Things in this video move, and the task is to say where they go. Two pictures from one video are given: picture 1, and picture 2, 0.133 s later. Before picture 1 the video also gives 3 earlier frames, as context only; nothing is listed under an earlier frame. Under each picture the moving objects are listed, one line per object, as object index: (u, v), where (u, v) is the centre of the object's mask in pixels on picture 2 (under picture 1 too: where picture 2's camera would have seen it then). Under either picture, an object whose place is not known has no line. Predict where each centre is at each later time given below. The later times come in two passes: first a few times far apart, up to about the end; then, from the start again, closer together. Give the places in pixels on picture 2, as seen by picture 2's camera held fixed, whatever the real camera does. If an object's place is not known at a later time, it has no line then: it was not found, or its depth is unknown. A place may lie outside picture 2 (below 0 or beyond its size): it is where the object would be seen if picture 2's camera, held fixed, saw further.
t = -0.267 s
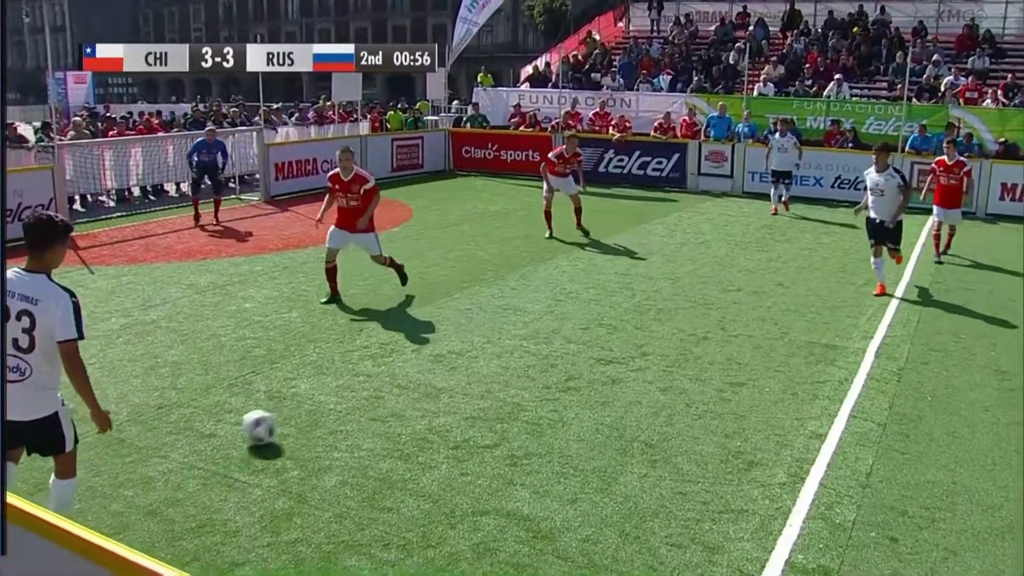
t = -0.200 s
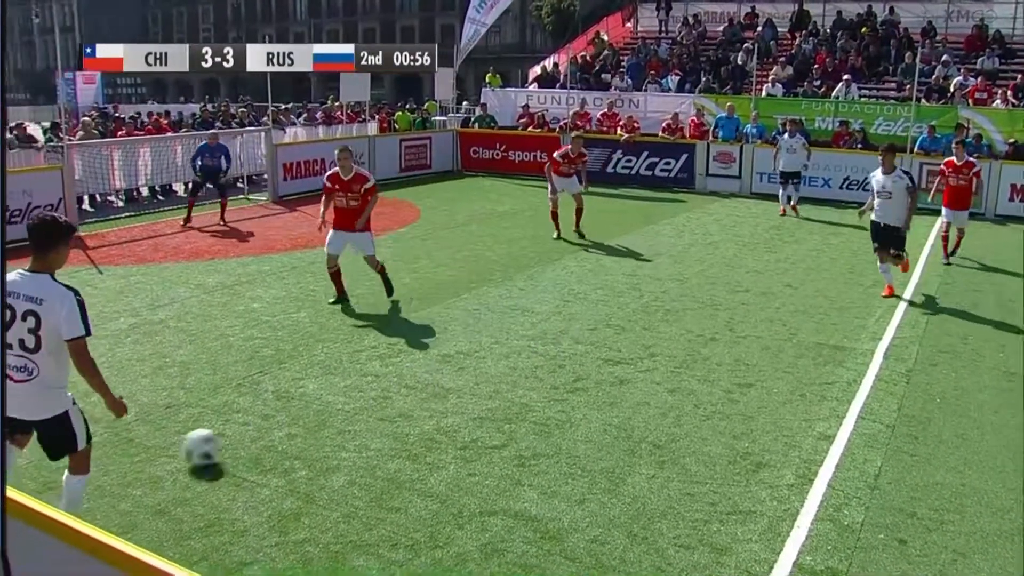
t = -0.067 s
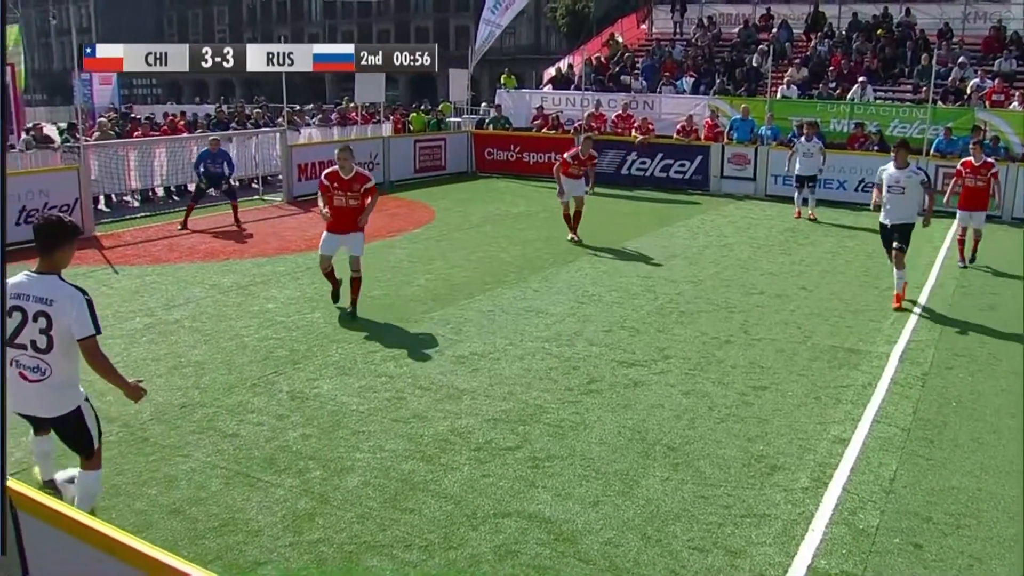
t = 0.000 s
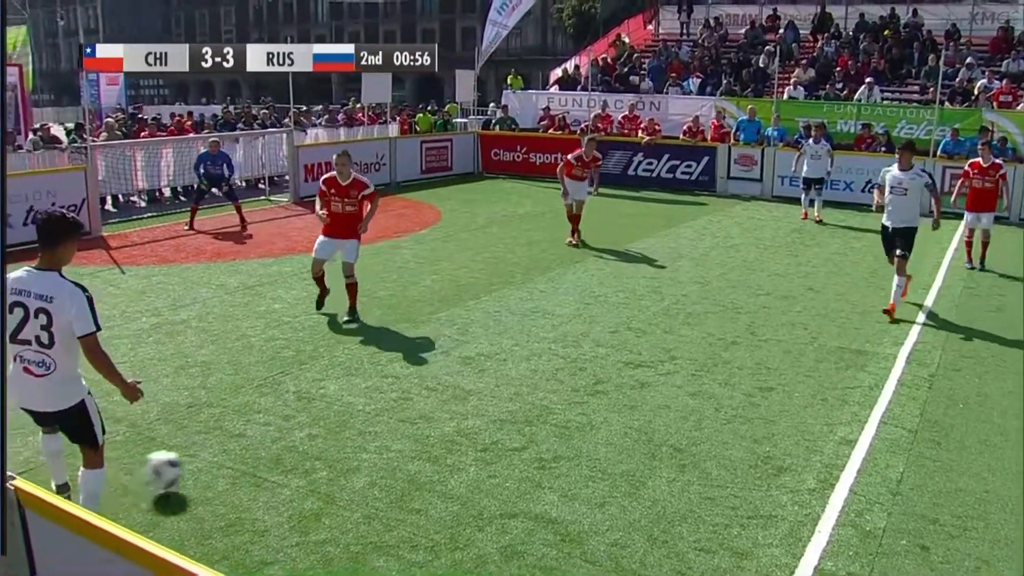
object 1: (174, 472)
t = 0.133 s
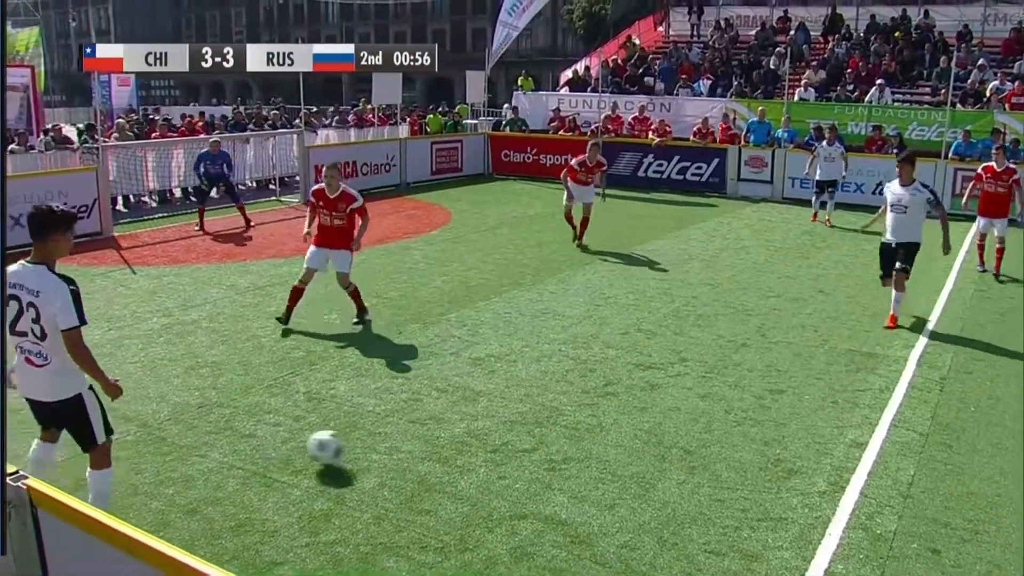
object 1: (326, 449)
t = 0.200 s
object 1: (390, 439)
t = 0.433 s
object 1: (563, 412)
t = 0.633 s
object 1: (668, 398)
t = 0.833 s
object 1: (758, 382)
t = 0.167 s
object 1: (361, 447)
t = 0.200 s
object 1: (390, 439)
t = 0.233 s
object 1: (418, 434)
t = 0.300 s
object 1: (472, 427)
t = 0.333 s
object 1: (500, 424)
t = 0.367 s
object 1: (521, 420)
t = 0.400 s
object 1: (542, 415)
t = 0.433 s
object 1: (563, 412)
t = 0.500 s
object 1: (599, 409)
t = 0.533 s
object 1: (617, 405)
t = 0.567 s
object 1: (635, 401)
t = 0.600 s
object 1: (653, 398)
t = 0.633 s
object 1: (668, 398)
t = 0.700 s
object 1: (700, 390)
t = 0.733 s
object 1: (714, 387)
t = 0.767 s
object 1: (731, 386)
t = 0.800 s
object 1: (743, 384)
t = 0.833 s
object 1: (758, 382)
